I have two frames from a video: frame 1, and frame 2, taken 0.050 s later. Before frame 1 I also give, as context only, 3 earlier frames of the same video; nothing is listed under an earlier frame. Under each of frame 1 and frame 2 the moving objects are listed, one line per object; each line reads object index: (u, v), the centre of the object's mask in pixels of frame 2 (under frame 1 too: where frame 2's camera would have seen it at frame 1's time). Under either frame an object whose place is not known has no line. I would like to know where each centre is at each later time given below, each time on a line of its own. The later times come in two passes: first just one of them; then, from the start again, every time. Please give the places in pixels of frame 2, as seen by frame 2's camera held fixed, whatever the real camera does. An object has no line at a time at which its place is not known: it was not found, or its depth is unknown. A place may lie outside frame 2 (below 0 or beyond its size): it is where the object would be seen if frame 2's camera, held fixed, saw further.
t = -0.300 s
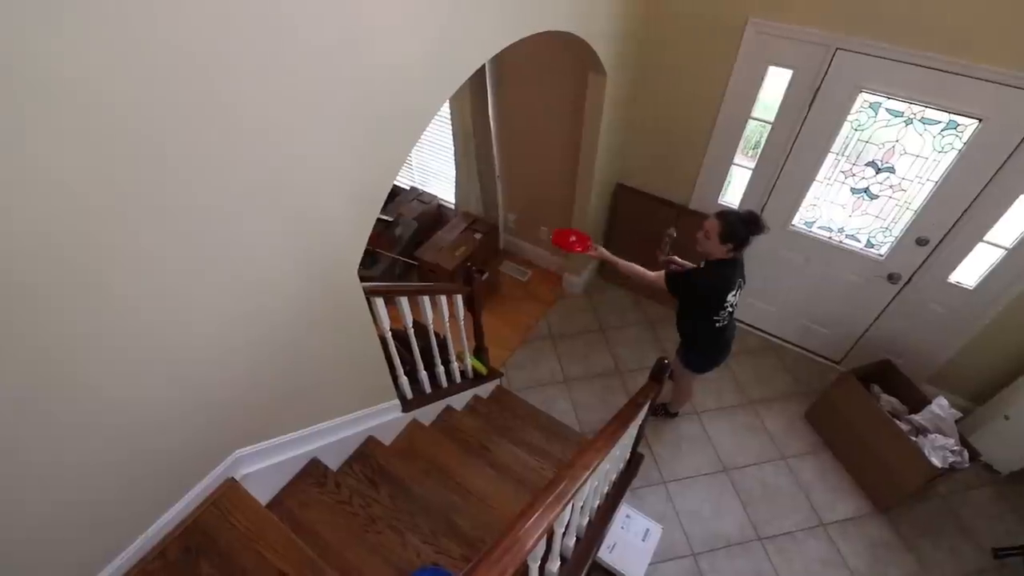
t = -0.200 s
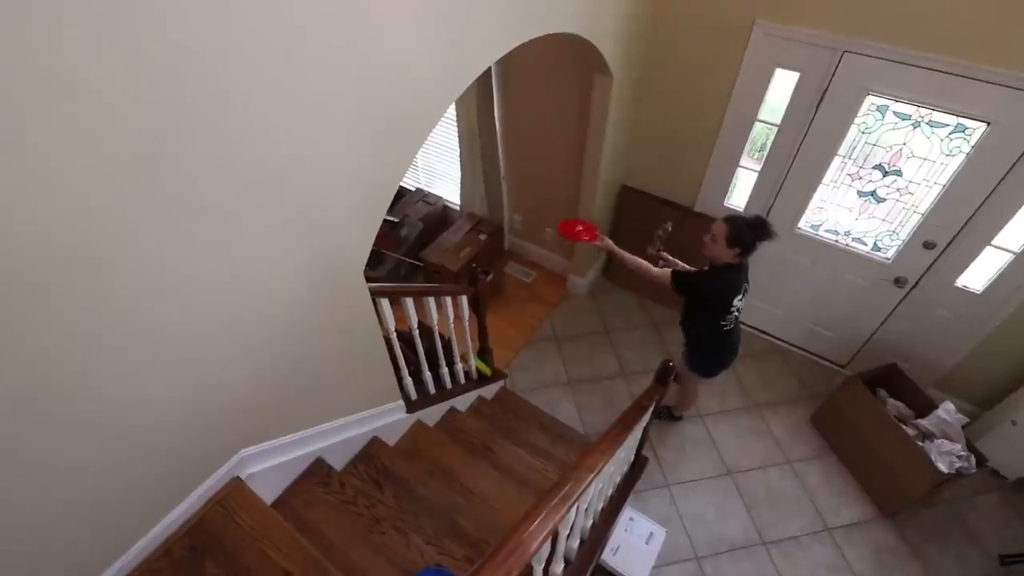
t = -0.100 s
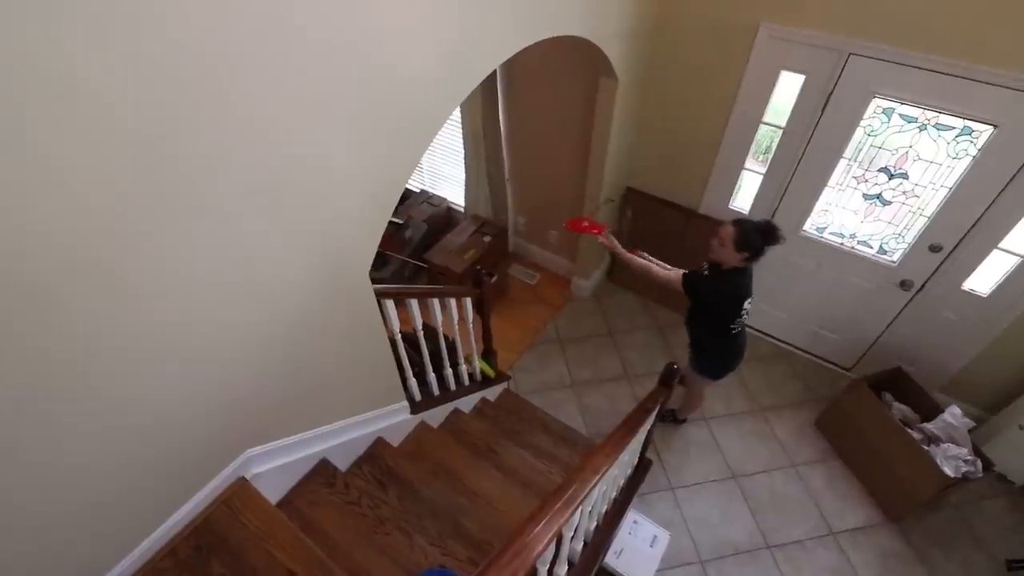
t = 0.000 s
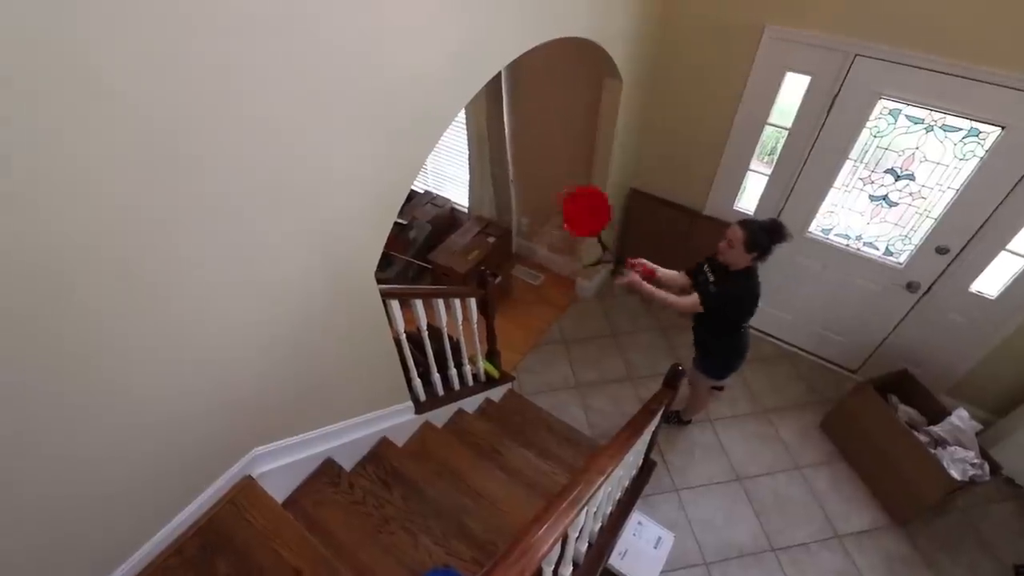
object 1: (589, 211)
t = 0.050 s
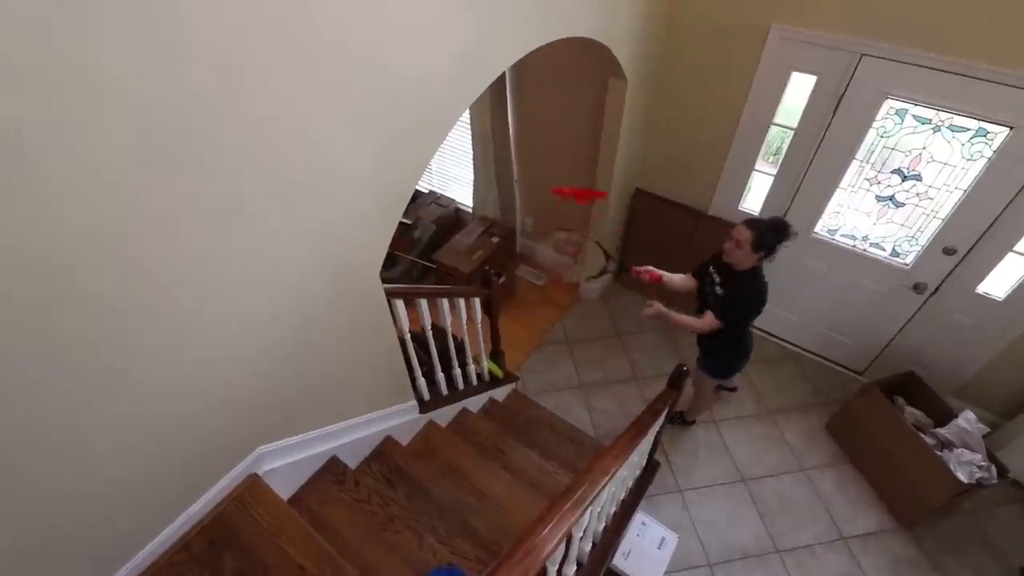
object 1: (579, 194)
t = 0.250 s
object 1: (510, 149)
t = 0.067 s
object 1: (574, 188)
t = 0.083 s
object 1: (570, 182)
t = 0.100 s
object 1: (566, 178)
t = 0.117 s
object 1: (562, 176)
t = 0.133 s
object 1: (557, 174)
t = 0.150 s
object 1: (551, 172)
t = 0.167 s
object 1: (543, 167)
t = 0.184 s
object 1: (538, 162)
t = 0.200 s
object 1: (532, 158)
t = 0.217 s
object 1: (525, 154)
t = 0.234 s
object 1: (519, 151)
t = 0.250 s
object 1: (510, 149)
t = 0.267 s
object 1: (503, 150)
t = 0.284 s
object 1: (496, 151)
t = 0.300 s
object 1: (486, 152)
